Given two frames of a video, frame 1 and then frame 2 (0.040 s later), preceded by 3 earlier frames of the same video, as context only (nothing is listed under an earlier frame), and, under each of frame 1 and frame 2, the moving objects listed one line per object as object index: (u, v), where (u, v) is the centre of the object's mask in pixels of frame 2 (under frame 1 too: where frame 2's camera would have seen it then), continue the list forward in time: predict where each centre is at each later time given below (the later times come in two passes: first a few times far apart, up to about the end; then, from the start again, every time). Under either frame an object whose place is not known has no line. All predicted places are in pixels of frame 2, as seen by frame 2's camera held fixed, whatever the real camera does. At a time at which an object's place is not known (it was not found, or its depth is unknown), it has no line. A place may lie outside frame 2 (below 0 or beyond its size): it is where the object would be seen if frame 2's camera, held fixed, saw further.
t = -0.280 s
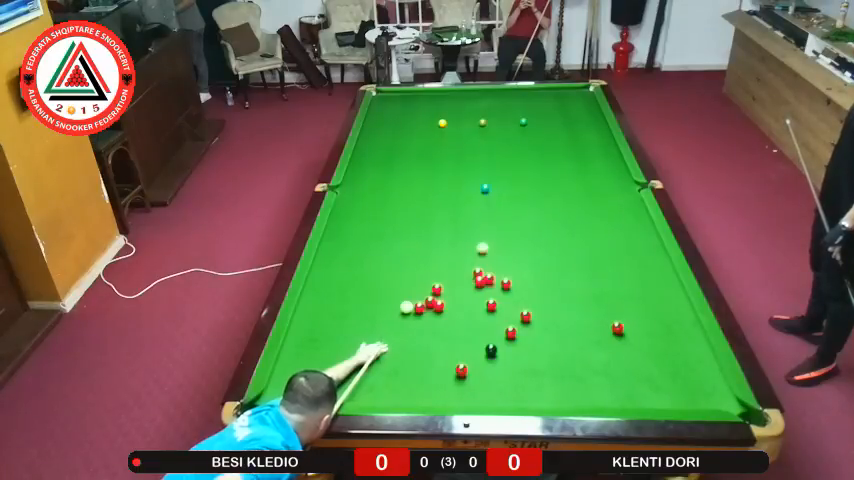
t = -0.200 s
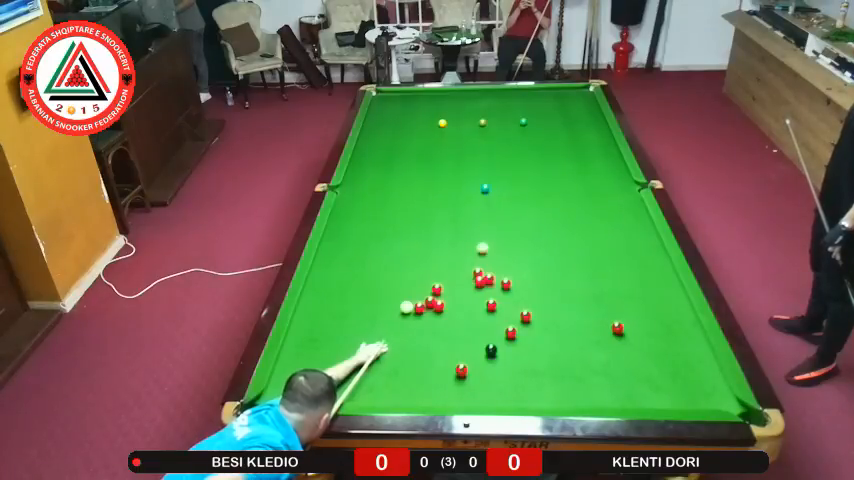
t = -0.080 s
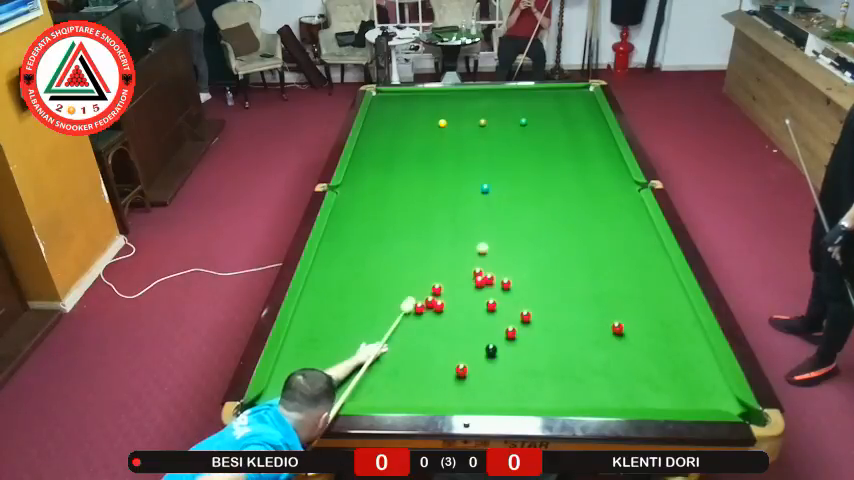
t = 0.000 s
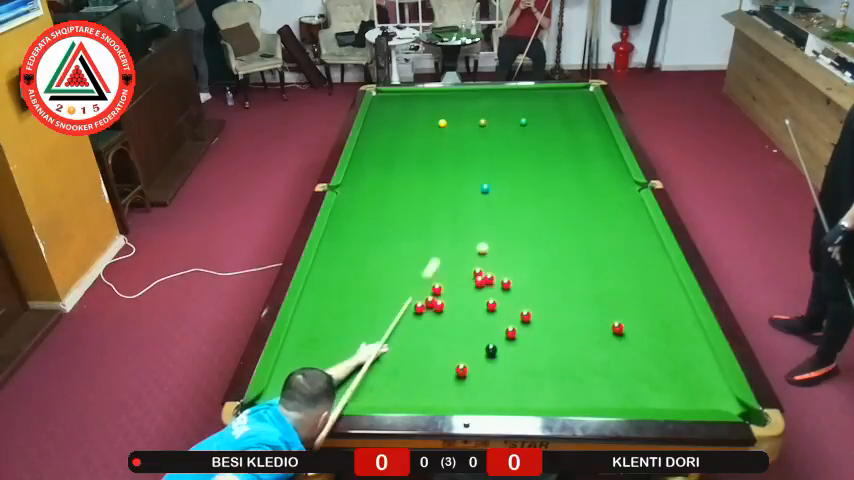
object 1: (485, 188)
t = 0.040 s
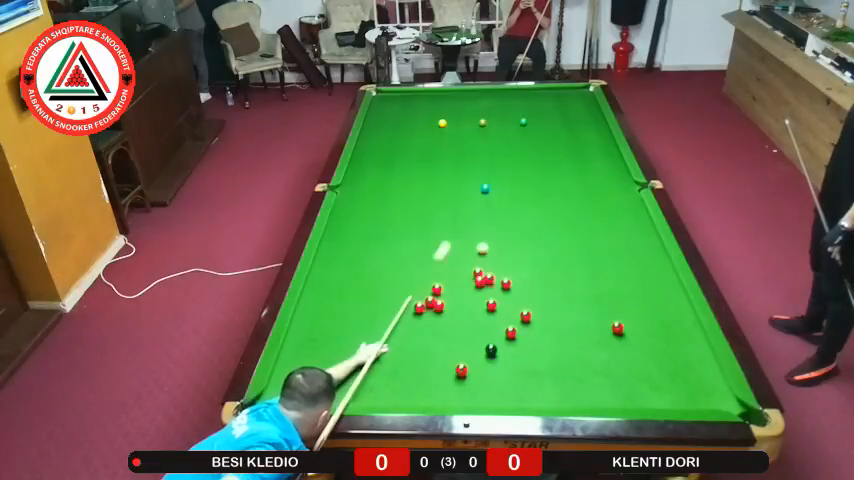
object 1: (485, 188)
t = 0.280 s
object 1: (500, 174)
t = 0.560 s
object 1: (552, 126)
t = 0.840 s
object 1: (587, 94)
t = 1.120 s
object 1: (580, 99)
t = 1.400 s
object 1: (581, 118)
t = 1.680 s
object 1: (581, 138)
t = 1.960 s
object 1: (583, 161)
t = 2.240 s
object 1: (584, 186)
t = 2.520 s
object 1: (587, 214)
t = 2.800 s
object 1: (589, 246)
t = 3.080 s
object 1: (592, 282)
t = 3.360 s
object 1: (596, 323)
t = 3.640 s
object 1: (600, 372)
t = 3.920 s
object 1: (596, 386)
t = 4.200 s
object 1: (582, 348)
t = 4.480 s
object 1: (570, 317)
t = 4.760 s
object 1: (560, 291)
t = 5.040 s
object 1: (551, 268)
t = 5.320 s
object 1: (543, 249)
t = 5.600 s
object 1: (537, 232)
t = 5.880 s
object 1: (531, 218)
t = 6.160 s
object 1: (526, 205)
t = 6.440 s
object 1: (521, 193)
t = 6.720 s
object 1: (516, 183)
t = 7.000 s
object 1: (512, 174)
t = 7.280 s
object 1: (509, 166)
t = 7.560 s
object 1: (505, 159)
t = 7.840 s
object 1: (502, 152)
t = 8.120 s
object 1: (500, 147)
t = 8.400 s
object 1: (497, 142)
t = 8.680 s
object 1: (495, 137)
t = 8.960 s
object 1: (493, 133)
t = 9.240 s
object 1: (491, 131)
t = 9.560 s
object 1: (489, 127)
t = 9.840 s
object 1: (488, 125)
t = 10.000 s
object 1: (487, 125)
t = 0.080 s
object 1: (485, 188)
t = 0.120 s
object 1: (485, 188)
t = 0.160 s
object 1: (485, 188)
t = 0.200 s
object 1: (485, 188)
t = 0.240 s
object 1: (491, 183)
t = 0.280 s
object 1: (500, 174)
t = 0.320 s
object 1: (509, 166)
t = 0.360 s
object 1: (518, 158)
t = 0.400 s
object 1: (525, 151)
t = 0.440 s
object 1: (532, 144)
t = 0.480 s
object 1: (539, 138)
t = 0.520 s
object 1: (546, 131)
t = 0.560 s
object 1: (552, 126)
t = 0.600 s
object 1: (557, 121)
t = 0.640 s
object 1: (563, 116)
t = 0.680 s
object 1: (568, 112)
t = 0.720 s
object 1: (572, 107)
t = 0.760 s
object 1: (577, 103)
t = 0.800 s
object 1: (583, 99)
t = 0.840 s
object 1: (587, 94)
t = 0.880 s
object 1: (588, 91)
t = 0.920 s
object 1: (584, 88)
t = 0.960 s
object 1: (581, 88)
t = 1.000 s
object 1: (580, 91)
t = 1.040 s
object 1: (580, 94)
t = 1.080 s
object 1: (580, 97)
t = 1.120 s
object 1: (580, 99)
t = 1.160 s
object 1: (580, 101)
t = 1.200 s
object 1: (580, 105)
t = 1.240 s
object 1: (580, 107)
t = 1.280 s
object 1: (580, 110)
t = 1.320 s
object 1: (580, 113)
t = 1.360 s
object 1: (580, 116)
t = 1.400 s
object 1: (581, 118)
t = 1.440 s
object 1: (580, 121)
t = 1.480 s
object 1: (581, 124)
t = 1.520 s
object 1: (581, 127)
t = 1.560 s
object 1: (581, 130)
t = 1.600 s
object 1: (581, 132)
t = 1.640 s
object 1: (581, 135)
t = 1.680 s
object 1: (581, 138)
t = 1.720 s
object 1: (582, 142)
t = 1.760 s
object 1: (581, 145)
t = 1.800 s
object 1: (582, 148)
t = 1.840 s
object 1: (582, 151)
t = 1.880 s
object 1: (583, 154)
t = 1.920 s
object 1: (583, 158)
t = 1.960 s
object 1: (583, 161)
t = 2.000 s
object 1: (583, 164)
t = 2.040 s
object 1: (583, 168)
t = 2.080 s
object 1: (584, 171)
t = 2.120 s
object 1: (584, 175)
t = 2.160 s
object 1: (584, 178)
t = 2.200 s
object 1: (584, 182)
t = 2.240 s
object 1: (584, 186)
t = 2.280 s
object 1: (585, 190)
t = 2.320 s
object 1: (585, 194)
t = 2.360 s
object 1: (586, 197)
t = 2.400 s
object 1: (586, 201)
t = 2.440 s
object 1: (586, 205)
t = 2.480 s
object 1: (586, 210)
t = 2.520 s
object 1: (587, 214)
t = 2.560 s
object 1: (587, 218)
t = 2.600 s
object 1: (587, 222)
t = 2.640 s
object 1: (588, 227)
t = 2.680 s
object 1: (588, 231)
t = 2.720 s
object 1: (589, 236)
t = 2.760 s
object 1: (589, 241)
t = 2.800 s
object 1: (589, 246)
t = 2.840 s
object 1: (590, 251)
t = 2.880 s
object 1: (590, 256)
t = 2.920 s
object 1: (590, 261)
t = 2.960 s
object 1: (591, 266)
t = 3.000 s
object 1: (591, 271)
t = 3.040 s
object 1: (592, 276)
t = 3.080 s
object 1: (592, 282)
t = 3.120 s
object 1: (593, 287)
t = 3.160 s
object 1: (593, 293)
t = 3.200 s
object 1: (594, 299)
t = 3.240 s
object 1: (594, 305)
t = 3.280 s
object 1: (595, 311)
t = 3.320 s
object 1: (595, 317)
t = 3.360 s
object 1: (596, 323)
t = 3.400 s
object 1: (596, 330)
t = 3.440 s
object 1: (597, 337)
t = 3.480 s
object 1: (598, 343)
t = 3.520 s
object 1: (598, 350)
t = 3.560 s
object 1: (599, 358)
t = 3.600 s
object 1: (599, 365)
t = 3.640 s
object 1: (600, 372)
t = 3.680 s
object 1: (600, 380)
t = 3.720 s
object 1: (601, 388)
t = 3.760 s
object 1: (602, 396)
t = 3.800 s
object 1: (602, 401)
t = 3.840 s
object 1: (601, 398)
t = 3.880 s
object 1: (598, 392)
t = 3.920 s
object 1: (596, 386)
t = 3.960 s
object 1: (594, 379)
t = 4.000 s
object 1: (592, 375)
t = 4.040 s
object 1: (590, 369)
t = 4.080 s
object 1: (587, 363)
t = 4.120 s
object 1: (586, 358)
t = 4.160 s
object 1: (584, 353)
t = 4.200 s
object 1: (582, 348)
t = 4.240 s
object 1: (580, 344)
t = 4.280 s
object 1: (578, 339)
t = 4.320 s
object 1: (576, 335)
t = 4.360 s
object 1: (575, 330)
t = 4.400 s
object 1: (573, 326)
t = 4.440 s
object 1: (571, 321)
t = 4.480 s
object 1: (570, 317)
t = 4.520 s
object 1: (568, 313)
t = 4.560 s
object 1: (567, 309)
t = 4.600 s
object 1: (565, 305)
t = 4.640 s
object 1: (564, 301)
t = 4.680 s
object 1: (563, 298)
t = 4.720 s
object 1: (562, 294)
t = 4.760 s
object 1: (560, 291)
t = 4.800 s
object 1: (558, 287)
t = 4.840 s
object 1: (557, 284)
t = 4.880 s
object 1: (556, 281)
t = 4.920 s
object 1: (555, 278)
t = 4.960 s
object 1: (553, 275)
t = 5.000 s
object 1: (552, 272)
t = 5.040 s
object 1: (551, 268)
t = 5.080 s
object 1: (550, 266)
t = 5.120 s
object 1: (549, 263)
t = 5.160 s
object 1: (548, 260)
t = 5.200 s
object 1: (547, 257)
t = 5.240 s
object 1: (546, 254)
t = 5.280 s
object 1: (544, 252)
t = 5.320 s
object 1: (543, 249)
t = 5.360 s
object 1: (542, 247)
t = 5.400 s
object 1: (541, 244)
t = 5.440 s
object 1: (541, 242)
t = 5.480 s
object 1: (539, 239)
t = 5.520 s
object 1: (538, 237)
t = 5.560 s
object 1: (538, 235)
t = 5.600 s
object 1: (537, 232)
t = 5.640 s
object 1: (536, 230)
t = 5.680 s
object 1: (535, 228)
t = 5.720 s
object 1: (534, 226)
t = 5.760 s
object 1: (533, 223)
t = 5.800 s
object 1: (533, 221)
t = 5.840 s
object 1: (532, 219)
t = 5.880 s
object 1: (531, 218)
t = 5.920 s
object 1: (530, 215)
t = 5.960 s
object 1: (529, 213)
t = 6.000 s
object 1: (529, 212)
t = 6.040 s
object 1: (528, 210)
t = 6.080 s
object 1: (527, 208)
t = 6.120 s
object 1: (527, 206)
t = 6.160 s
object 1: (526, 205)
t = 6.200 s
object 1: (525, 203)
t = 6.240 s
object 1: (524, 201)
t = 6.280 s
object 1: (523, 199)
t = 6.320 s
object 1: (523, 197)
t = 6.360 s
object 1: (522, 196)
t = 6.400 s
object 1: (522, 194)
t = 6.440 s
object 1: (521, 193)
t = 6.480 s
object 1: (520, 192)
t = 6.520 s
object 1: (519, 190)
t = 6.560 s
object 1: (519, 189)
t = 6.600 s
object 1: (518, 187)
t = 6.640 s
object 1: (518, 186)
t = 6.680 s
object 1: (517, 184)
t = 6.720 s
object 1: (516, 183)
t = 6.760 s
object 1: (516, 182)
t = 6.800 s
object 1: (515, 180)
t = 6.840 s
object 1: (515, 179)
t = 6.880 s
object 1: (514, 178)
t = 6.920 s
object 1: (513, 177)
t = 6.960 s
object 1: (513, 175)
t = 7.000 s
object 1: (512, 174)
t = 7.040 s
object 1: (512, 173)
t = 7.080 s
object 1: (511, 172)
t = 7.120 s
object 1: (511, 170)
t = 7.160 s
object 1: (510, 169)
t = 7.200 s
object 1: (510, 168)
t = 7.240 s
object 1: (509, 167)
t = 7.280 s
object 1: (509, 166)
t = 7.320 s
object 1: (508, 165)
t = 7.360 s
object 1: (507, 164)
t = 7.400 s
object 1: (507, 163)
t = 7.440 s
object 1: (507, 162)
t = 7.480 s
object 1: (506, 161)
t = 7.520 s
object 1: (506, 160)
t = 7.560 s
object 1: (505, 159)
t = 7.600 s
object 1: (505, 158)
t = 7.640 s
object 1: (504, 157)
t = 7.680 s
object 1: (504, 156)
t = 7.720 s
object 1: (503, 155)
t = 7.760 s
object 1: (503, 154)
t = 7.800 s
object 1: (503, 153)
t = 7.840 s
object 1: (502, 152)
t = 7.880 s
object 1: (502, 152)
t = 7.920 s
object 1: (501, 150)
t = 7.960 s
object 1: (501, 150)
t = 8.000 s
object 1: (501, 149)
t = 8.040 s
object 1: (500, 148)
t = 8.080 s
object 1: (500, 147)
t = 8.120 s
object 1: (500, 147)
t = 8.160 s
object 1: (499, 146)
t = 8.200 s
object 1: (499, 145)
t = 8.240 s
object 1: (499, 144)
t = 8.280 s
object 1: (498, 144)
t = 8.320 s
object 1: (498, 143)
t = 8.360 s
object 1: (498, 142)
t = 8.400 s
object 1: (497, 142)
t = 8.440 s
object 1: (497, 141)
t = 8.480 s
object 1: (497, 140)
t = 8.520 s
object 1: (496, 139)
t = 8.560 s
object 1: (496, 139)
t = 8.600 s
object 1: (496, 138)
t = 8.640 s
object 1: (495, 138)
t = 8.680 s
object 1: (495, 137)
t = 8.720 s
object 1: (494, 137)
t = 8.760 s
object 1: (494, 136)
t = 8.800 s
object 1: (494, 135)
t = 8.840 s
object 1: (494, 135)
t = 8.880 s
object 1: (493, 134)
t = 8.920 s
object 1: (493, 134)
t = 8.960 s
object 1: (493, 133)
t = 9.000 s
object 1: (492, 133)
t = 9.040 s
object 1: (492, 132)
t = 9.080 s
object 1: (492, 132)
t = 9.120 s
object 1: (492, 132)
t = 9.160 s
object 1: (491, 131)
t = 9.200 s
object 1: (491, 131)
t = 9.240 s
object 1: (491, 131)
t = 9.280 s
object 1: (491, 130)
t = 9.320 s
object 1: (491, 130)
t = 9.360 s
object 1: (490, 129)
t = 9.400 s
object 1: (490, 129)
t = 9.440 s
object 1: (490, 128)
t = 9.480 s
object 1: (489, 128)
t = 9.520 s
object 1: (489, 127)
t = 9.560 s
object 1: (489, 127)
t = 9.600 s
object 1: (489, 127)
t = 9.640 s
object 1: (489, 126)
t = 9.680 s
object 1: (488, 126)
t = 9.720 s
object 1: (488, 126)
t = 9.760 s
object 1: (488, 126)
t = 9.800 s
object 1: (488, 126)
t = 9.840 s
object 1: (488, 125)
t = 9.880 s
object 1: (488, 125)
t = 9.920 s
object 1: (487, 125)
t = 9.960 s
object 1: (487, 125)
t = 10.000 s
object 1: (487, 125)
